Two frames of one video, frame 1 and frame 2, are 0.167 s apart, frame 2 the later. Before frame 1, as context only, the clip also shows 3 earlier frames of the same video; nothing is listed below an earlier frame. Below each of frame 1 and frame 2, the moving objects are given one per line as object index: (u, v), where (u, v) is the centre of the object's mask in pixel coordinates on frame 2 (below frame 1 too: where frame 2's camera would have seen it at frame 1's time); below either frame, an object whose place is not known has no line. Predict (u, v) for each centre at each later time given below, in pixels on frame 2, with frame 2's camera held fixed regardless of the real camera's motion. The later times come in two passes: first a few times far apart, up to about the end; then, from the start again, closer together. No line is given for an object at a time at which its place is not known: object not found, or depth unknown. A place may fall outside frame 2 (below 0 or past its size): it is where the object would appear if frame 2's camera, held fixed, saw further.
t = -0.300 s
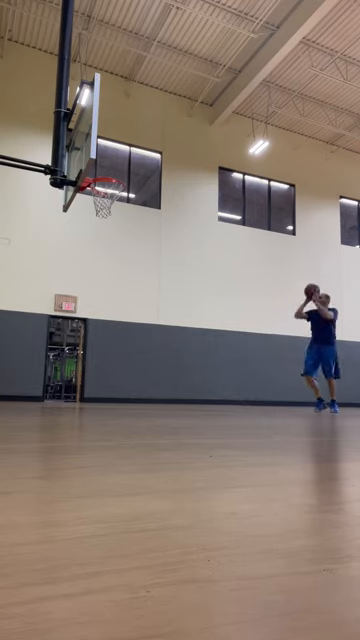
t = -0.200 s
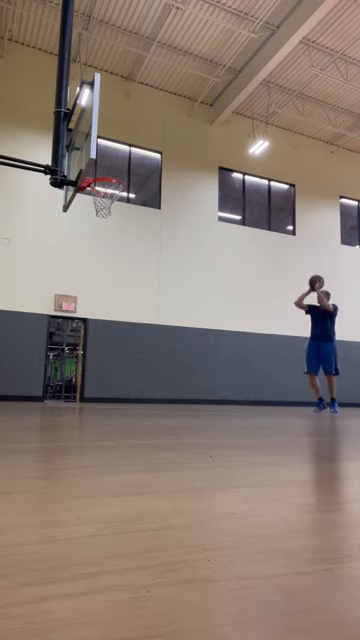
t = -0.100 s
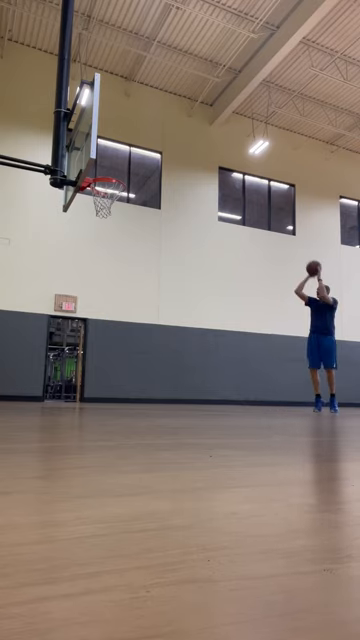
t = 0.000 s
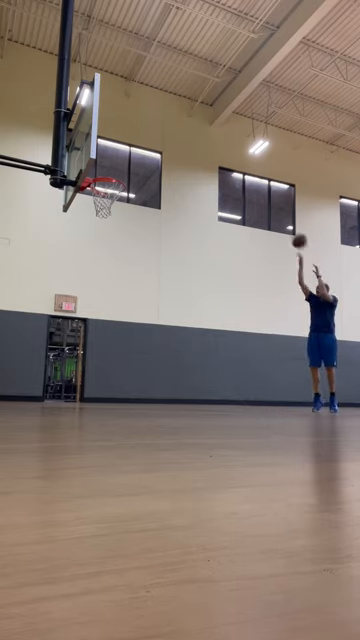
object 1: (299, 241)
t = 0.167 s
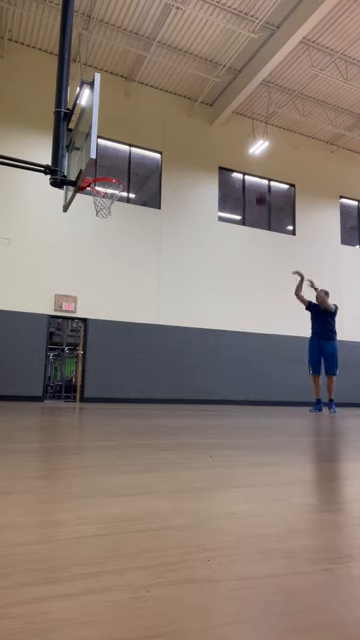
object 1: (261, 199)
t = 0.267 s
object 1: (237, 180)
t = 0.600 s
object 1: (156, 161)
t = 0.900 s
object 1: (96, 210)
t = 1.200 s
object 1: (88, 303)
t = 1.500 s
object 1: (86, 369)
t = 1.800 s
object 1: (106, 306)
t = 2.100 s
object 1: (122, 304)
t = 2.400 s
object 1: (134, 352)
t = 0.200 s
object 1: (253, 190)
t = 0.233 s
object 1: (245, 185)
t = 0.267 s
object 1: (237, 180)
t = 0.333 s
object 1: (222, 170)
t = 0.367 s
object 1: (214, 167)
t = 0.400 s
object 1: (206, 164)
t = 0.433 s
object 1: (198, 162)
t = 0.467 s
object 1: (190, 160)
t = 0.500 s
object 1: (181, 159)
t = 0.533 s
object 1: (173, 159)
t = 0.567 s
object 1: (165, 160)
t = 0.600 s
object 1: (156, 161)
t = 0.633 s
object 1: (145, 165)
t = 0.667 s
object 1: (138, 167)
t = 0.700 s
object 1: (127, 170)
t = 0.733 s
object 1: (118, 174)
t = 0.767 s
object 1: (106, 185)
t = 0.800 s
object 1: (100, 189)
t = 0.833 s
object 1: (98, 194)
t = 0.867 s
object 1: (97, 202)
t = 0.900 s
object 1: (96, 210)
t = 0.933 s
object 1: (95, 218)
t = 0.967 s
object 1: (94, 226)
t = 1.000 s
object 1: (93, 235)
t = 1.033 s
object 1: (92, 245)
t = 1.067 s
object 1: (92, 255)
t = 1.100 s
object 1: (91, 266)
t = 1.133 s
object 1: (90, 277)
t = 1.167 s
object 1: (89, 290)
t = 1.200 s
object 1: (88, 303)
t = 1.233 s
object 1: (86, 317)
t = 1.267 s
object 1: (84, 331)
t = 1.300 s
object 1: (84, 345)
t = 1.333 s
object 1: (83, 361)
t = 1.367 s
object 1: (80, 378)
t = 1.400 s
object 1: (78, 395)
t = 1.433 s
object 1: (79, 393)
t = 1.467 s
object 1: (83, 379)
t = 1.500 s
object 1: (86, 369)
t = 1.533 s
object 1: (89, 360)
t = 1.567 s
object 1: (91, 350)
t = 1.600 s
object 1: (93, 342)
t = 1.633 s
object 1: (96, 334)
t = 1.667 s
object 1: (98, 327)
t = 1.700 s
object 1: (100, 320)
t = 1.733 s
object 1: (102, 315)
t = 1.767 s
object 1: (104, 310)
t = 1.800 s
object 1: (106, 306)
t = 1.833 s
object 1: (108, 304)
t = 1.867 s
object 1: (110, 301)
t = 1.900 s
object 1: (112, 300)
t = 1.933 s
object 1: (114, 299)
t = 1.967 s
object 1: (115, 299)
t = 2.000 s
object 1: (117, 299)
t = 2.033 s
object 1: (119, 300)
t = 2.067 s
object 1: (120, 302)
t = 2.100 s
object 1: (122, 304)
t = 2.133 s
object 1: (123, 307)
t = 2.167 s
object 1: (125, 311)
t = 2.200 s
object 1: (126, 315)
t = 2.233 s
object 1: (127, 319)
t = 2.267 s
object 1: (128, 325)
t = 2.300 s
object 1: (130, 332)
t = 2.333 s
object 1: (131, 338)
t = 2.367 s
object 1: (132, 345)
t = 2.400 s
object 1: (134, 352)
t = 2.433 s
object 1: (135, 361)
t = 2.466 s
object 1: (136, 369)
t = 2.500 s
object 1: (137, 378)
